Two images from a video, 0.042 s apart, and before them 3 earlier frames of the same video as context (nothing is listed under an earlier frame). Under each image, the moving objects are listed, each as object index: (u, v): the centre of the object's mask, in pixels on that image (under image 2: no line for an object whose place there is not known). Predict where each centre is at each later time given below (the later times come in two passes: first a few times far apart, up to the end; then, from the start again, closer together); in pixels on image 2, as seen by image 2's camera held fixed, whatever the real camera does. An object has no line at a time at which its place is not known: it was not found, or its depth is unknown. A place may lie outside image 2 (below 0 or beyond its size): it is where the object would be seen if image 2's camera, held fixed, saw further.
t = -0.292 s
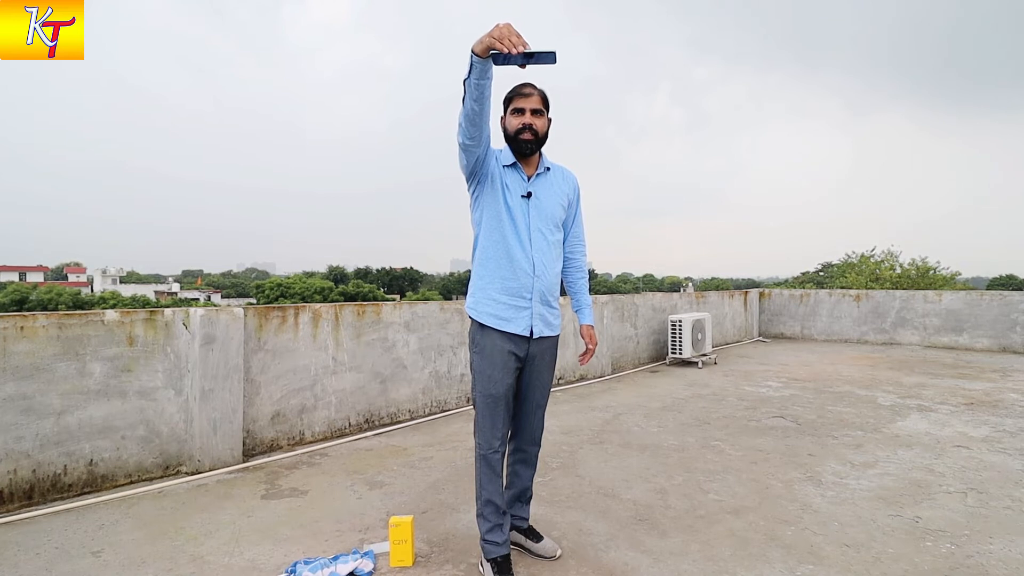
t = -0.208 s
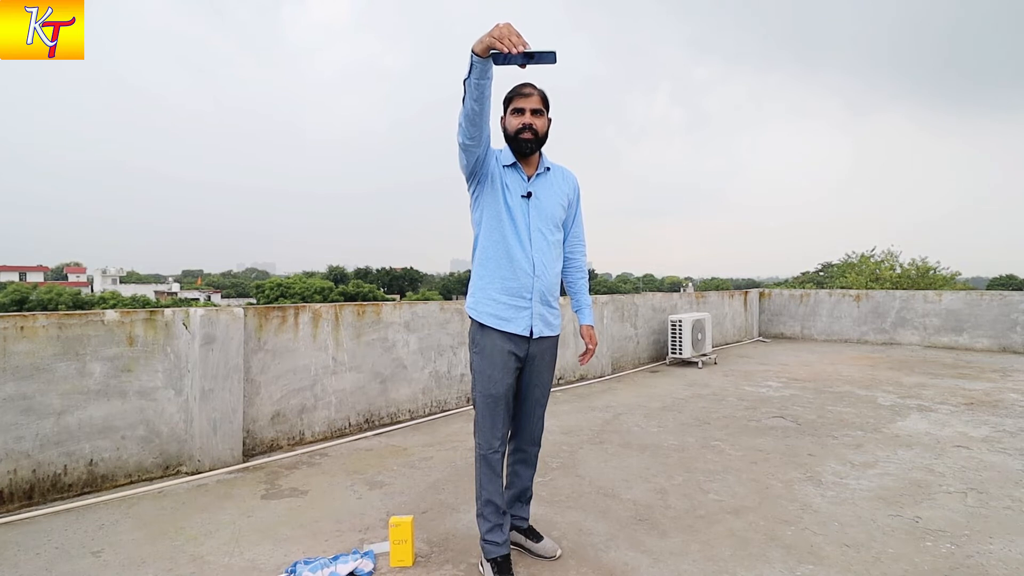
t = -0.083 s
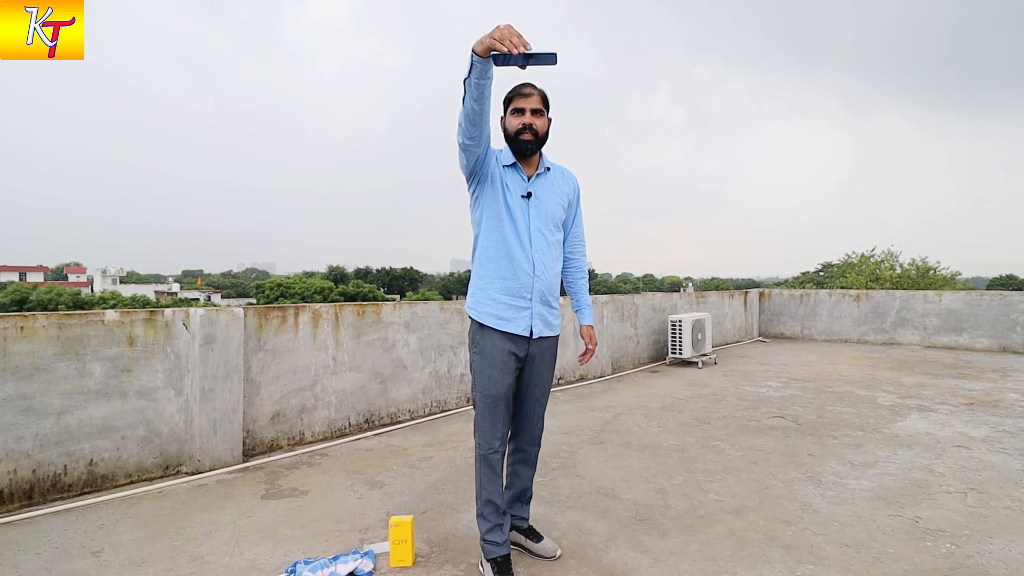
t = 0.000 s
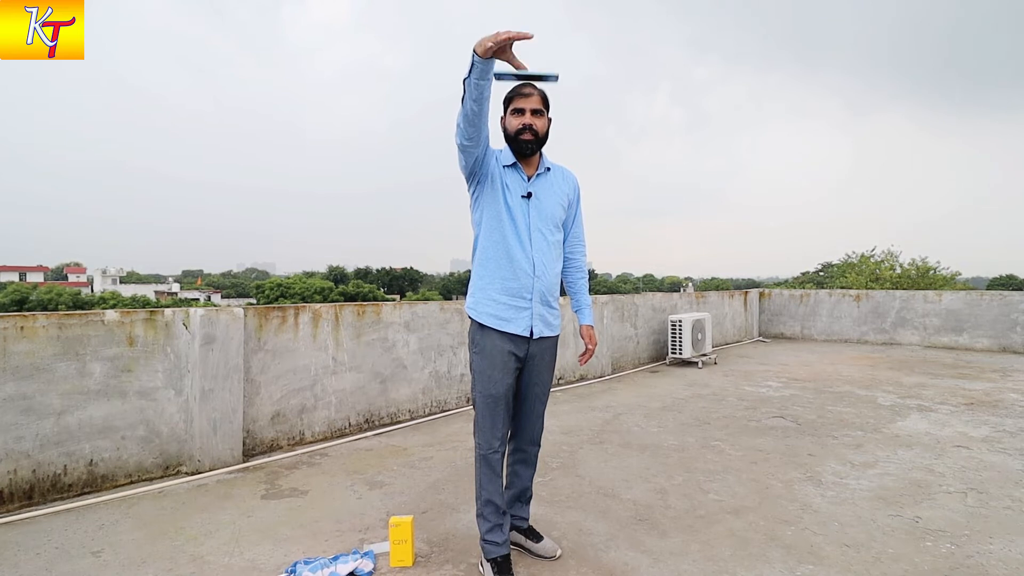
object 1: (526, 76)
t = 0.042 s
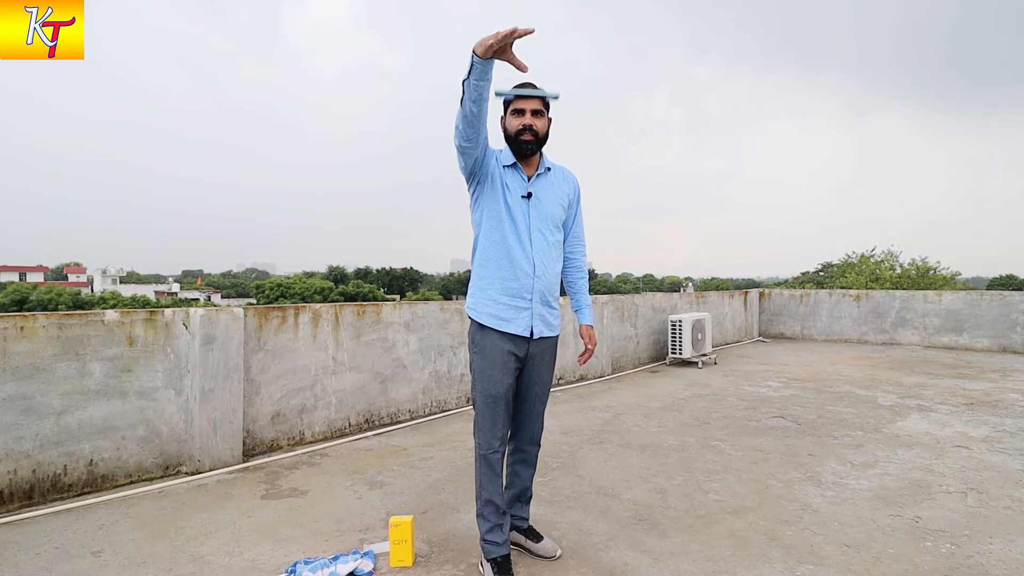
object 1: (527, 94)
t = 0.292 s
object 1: (532, 367)
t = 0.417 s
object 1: (535, 574)
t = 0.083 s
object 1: (527, 119)
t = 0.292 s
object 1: (532, 367)
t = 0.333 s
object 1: (532, 430)
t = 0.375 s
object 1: (533, 500)
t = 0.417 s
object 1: (535, 574)
